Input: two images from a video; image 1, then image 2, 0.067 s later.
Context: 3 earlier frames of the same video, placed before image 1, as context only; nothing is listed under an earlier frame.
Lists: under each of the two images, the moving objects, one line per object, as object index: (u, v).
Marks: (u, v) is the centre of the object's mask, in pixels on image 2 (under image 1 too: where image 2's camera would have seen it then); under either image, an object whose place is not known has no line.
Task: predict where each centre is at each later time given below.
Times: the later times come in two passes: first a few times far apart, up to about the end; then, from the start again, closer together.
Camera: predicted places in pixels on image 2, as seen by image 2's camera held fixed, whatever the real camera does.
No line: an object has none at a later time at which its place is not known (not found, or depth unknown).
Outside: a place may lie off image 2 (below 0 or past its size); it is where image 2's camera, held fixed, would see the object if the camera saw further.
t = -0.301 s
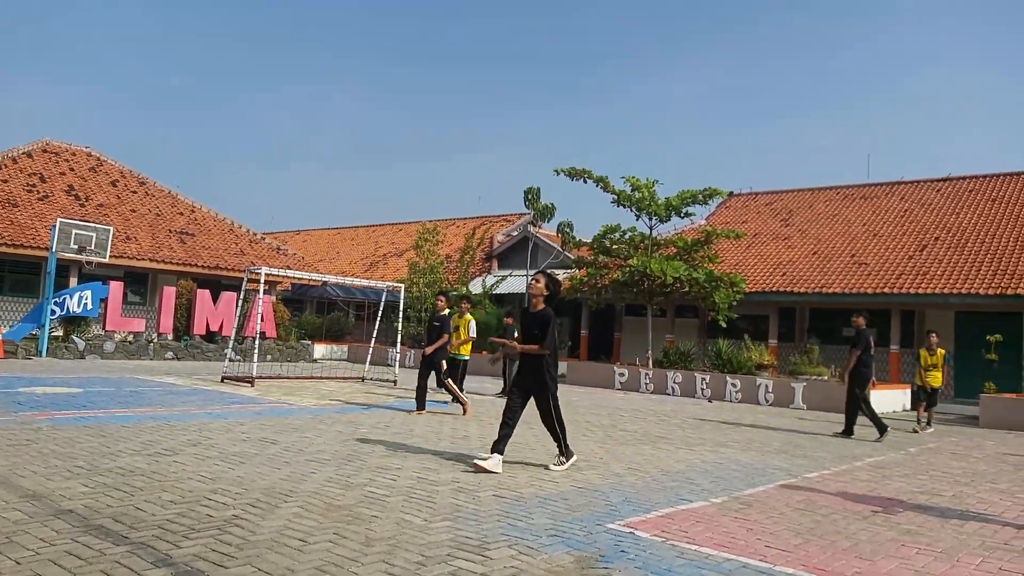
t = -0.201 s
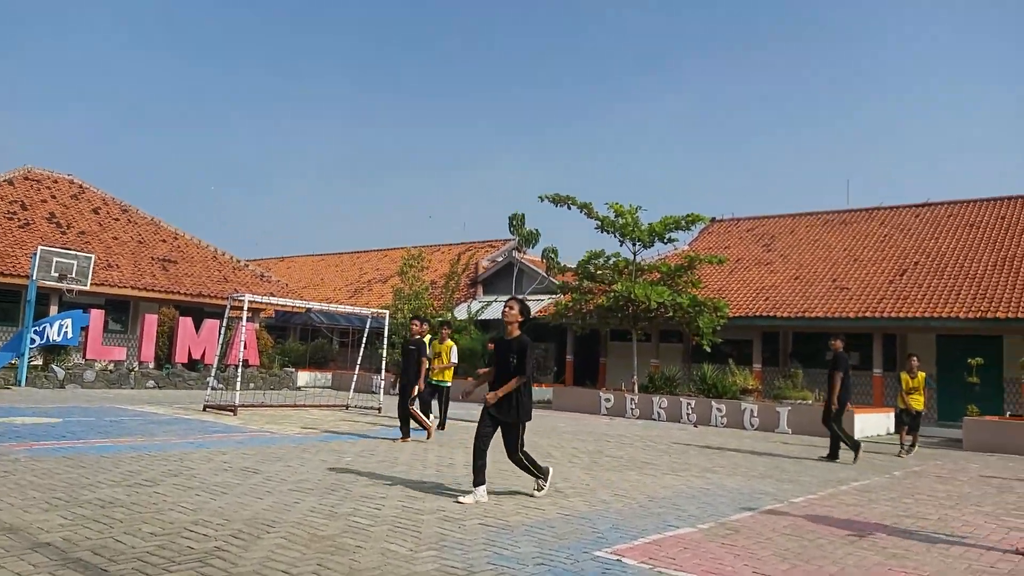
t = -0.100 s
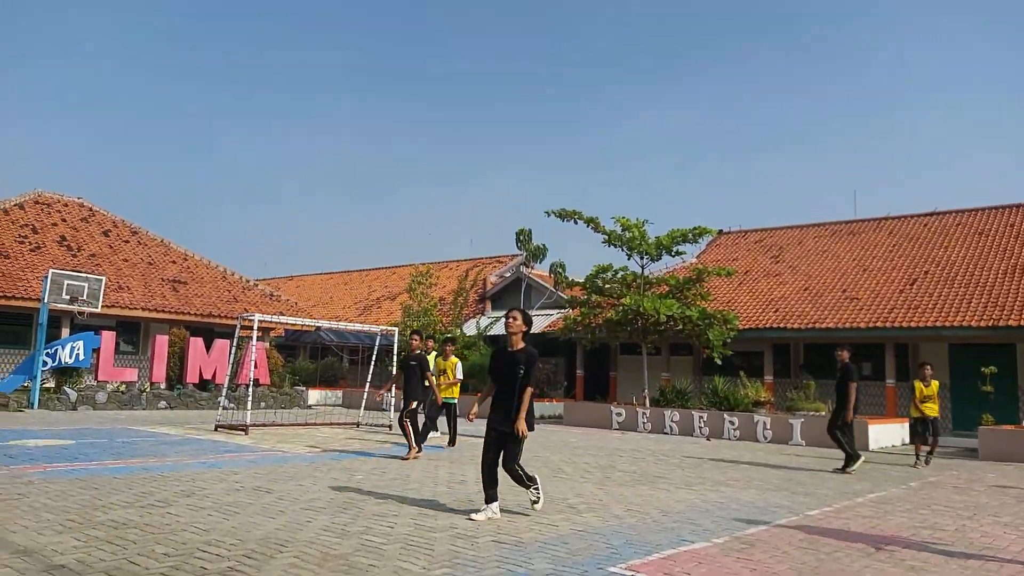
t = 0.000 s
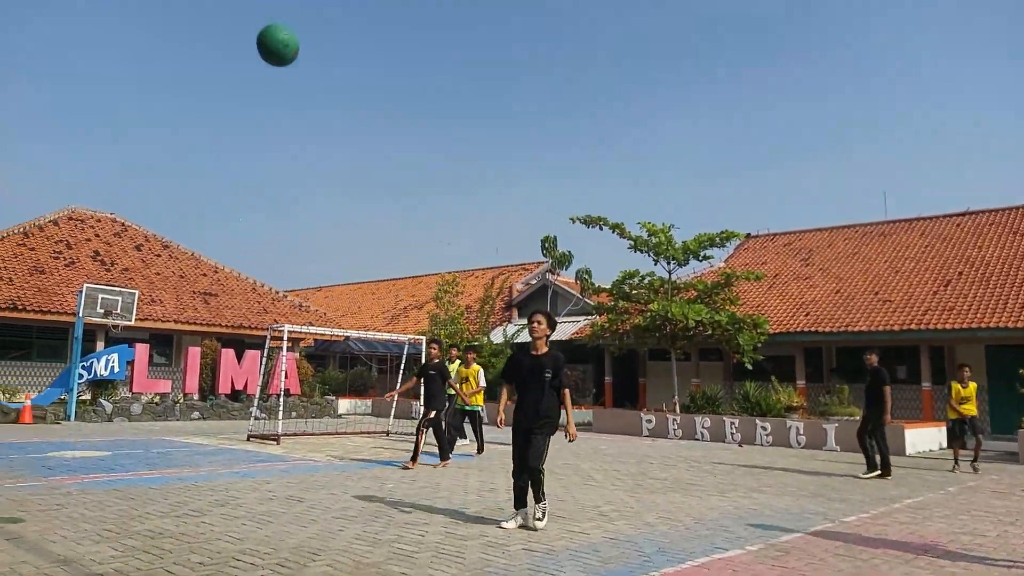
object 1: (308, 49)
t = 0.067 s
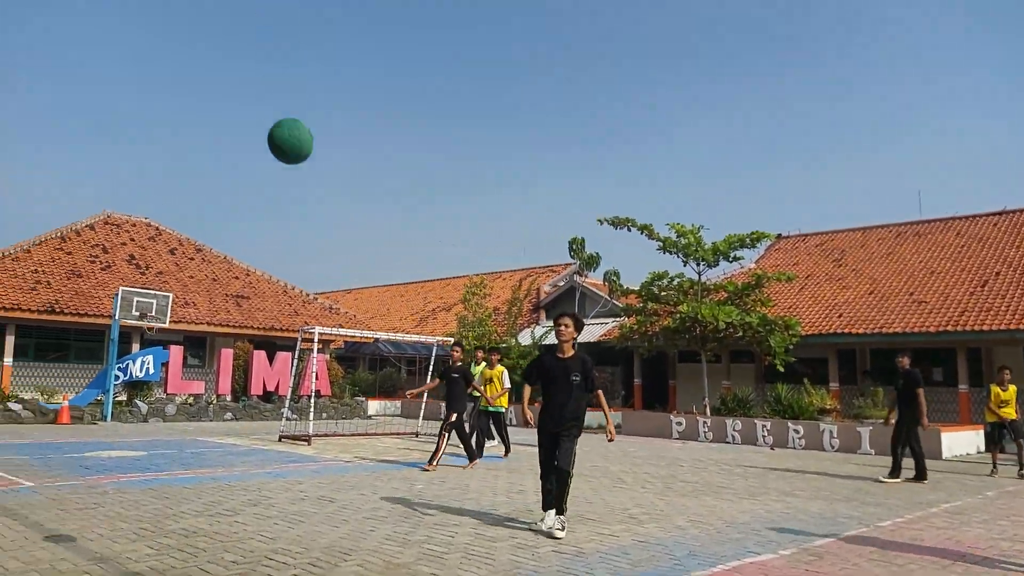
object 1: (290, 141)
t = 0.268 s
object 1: (236, 566)
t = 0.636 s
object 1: (230, 434)
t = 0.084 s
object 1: (286, 168)
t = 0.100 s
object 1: (282, 196)
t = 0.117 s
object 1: (278, 224)
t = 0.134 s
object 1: (274, 254)
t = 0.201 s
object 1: (257, 391)
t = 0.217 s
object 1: (251, 432)
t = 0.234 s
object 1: (245, 476)
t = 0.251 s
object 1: (240, 520)
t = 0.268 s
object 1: (236, 566)
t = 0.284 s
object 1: (231, 614)
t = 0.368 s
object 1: (228, 629)
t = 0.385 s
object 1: (229, 612)
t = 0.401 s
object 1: (229, 596)
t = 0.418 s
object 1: (230, 580)
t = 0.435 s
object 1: (230, 566)
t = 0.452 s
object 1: (229, 552)
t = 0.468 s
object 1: (229, 538)
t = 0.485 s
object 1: (229, 526)
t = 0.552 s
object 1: (228, 480)
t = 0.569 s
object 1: (228, 470)
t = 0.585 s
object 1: (229, 460)
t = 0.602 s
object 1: (229, 450)
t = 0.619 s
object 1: (230, 442)
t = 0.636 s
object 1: (230, 434)
